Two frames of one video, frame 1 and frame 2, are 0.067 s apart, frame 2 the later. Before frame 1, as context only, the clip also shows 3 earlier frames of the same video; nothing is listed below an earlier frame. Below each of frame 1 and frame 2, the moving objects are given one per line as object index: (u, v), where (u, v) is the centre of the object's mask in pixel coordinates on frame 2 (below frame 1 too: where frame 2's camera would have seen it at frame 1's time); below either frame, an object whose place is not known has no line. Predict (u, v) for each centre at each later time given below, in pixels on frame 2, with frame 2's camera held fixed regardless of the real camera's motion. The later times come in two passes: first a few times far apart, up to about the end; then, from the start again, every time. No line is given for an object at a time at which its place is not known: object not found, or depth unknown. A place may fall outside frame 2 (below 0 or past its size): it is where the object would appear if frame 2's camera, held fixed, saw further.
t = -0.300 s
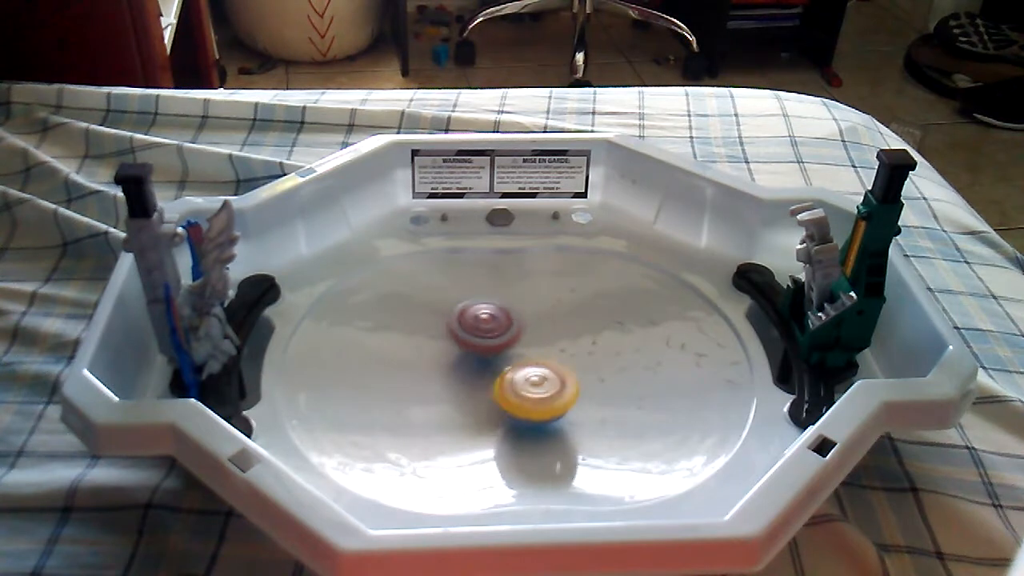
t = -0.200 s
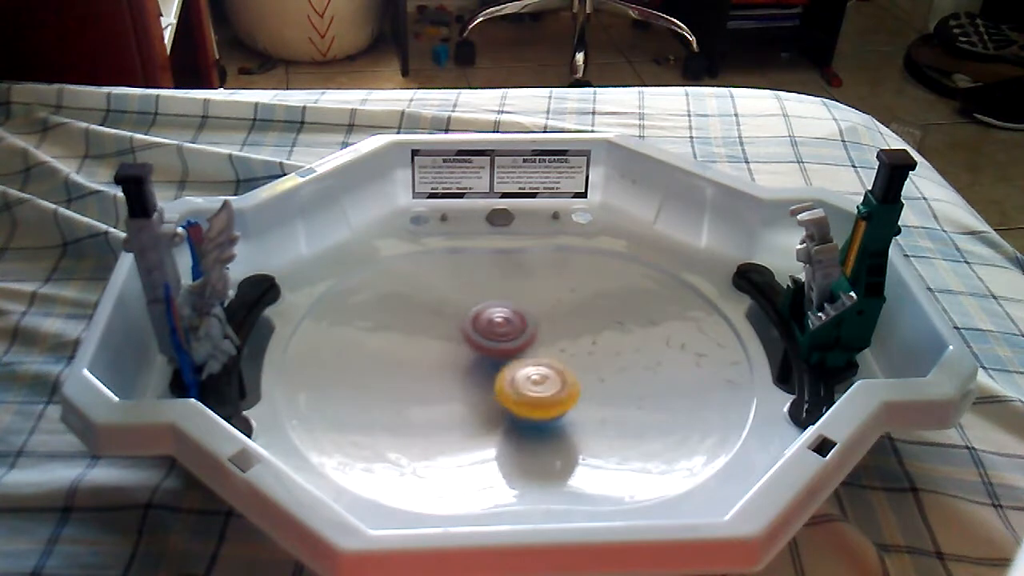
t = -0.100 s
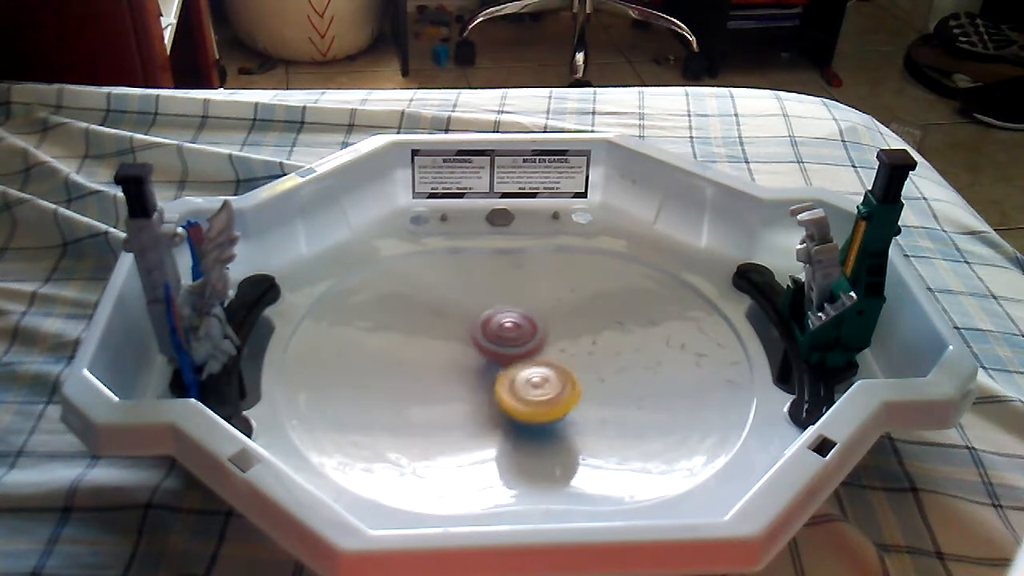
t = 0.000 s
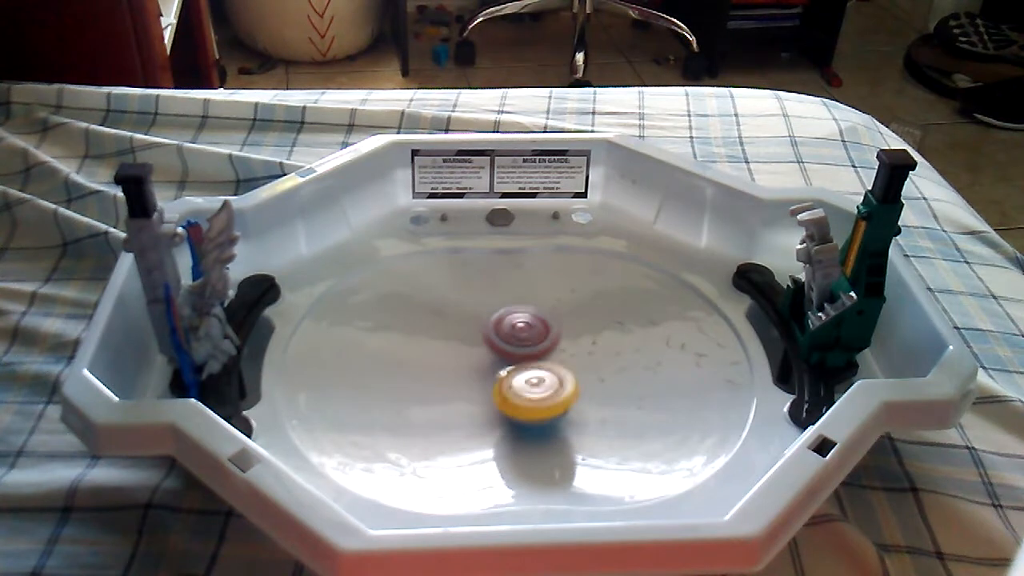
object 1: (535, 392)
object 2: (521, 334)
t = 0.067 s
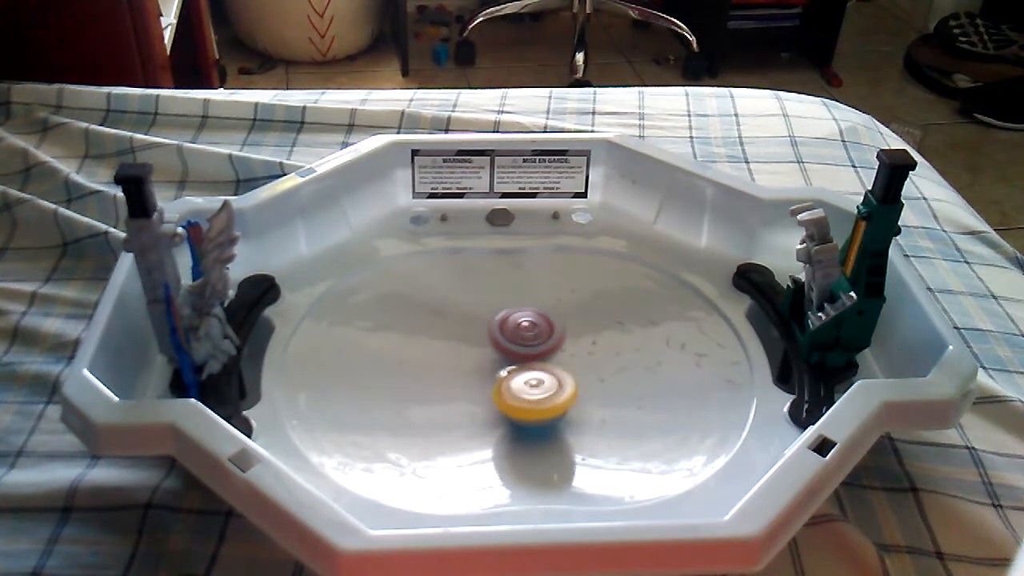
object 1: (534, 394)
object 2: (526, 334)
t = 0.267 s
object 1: (526, 396)
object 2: (524, 332)
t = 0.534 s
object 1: (514, 380)
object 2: (512, 319)
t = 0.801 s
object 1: (507, 381)
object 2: (502, 319)
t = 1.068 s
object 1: (504, 384)
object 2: (486, 317)
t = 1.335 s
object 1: (503, 385)
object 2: (470, 327)
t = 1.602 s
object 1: (509, 390)
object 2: (468, 338)
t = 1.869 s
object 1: (508, 387)
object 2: (454, 322)
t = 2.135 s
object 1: (518, 395)
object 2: (476, 338)
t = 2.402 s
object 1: (511, 398)
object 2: (515, 337)
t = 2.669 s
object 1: (449, 364)
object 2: (546, 335)
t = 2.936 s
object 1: (395, 344)
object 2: (555, 352)
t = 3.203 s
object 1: (408, 348)
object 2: (532, 371)
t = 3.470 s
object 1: (418, 372)
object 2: (495, 371)
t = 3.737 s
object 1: (418, 369)
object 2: (488, 346)
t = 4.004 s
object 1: (422, 361)
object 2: (487, 347)
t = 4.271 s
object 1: (419, 369)
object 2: (485, 354)
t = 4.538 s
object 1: (419, 367)
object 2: (487, 367)
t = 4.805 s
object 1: (418, 366)
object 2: (486, 383)
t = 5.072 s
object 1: (416, 365)
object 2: (491, 390)
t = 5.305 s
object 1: (417, 365)
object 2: (506, 385)
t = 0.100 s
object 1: (533, 394)
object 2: (525, 333)
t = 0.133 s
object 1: (532, 394)
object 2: (524, 333)
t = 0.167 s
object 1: (531, 393)
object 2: (522, 333)
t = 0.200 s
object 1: (530, 393)
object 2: (522, 334)
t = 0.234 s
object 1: (528, 393)
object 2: (523, 334)
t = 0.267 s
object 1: (526, 396)
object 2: (524, 332)
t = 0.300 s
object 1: (522, 396)
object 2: (524, 328)
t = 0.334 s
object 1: (520, 395)
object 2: (524, 324)
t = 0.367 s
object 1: (517, 392)
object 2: (522, 320)
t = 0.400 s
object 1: (517, 390)
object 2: (521, 319)
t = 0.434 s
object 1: (516, 387)
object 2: (519, 319)
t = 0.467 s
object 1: (515, 385)
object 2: (517, 319)
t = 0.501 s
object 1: (515, 381)
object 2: (513, 320)
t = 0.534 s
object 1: (514, 380)
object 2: (512, 319)
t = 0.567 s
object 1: (512, 381)
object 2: (512, 318)
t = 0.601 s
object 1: (510, 380)
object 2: (510, 317)
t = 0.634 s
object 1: (510, 378)
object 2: (510, 316)
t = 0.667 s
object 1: (510, 378)
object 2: (508, 317)
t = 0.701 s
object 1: (511, 378)
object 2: (505, 316)
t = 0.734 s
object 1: (511, 377)
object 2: (505, 319)
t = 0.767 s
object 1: (510, 380)
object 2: (503, 320)
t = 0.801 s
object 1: (507, 381)
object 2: (502, 319)
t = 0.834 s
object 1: (506, 381)
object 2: (499, 320)
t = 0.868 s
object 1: (506, 380)
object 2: (498, 320)
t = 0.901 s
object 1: (507, 381)
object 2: (496, 323)
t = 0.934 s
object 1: (508, 381)
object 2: (494, 324)
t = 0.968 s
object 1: (509, 385)
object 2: (495, 325)
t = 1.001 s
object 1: (507, 387)
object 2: (492, 322)
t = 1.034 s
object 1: (504, 386)
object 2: (490, 319)
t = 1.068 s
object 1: (504, 384)
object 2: (486, 317)
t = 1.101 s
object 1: (502, 382)
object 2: (484, 318)
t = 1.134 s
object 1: (504, 381)
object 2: (481, 319)
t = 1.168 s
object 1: (503, 380)
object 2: (480, 320)
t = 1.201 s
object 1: (503, 380)
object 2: (477, 323)
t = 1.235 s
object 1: (504, 381)
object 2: (476, 326)
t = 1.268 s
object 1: (503, 382)
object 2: (473, 326)
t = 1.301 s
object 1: (502, 383)
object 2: (472, 326)
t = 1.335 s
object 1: (503, 385)
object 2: (470, 327)
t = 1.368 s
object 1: (505, 385)
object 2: (469, 326)
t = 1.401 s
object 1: (508, 387)
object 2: (467, 327)
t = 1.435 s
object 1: (508, 388)
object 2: (466, 328)
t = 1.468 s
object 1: (508, 389)
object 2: (465, 329)
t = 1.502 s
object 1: (506, 388)
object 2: (465, 332)
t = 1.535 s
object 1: (508, 388)
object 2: (466, 334)
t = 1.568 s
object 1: (509, 388)
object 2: (467, 339)
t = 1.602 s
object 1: (509, 390)
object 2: (468, 338)
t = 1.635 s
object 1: (512, 395)
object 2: (467, 335)
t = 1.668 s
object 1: (510, 397)
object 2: (464, 333)
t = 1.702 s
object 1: (506, 396)
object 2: (462, 329)
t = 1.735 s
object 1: (505, 394)
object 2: (460, 326)
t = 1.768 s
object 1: (503, 391)
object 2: (458, 323)
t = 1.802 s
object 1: (503, 390)
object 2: (456, 322)
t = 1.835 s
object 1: (505, 388)
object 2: (455, 322)
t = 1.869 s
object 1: (508, 387)
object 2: (454, 322)
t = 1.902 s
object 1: (507, 386)
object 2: (455, 324)
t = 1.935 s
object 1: (508, 382)
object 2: (455, 324)
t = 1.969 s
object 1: (510, 380)
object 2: (457, 328)
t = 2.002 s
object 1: (513, 380)
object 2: (459, 330)
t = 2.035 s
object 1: (516, 379)
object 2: (463, 332)
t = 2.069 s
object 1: (517, 383)
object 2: (465, 334)
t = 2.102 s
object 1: (517, 389)
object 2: (469, 336)
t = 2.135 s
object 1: (518, 395)
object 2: (476, 338)
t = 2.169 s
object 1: (518, 396)
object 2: (480, 339)
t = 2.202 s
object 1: (520, 397)
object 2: (486, 339)
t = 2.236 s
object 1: (520, 398)
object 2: (489, 340)
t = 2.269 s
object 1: (519, 397)
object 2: (493, 341)
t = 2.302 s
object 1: (519, 399)
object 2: (497, 340)
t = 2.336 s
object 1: (515, 402)
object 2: (501, 339)
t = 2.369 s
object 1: (512, 400)
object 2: (507, 339)
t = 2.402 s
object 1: (511, 398)
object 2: (515, 337)
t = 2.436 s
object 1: (510, 395)
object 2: (522, 339)
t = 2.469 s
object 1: (507, 392)
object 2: (526, 337)
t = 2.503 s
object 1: (501, 386)
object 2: (532, 337)
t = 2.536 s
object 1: (493, 383)
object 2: (533, 336)
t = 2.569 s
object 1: (482, 380)
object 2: (534, 335)
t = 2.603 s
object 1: (473, 376)
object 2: (539, 333)
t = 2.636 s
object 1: (463, 369)
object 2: (542, 334)
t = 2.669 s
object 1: (449, 364)
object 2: (546, 335)
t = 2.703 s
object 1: (439, 360)
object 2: (547, 334)
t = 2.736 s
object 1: (430, 355)
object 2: (550, 336)
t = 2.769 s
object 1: (421, 351)
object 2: (550, 337)
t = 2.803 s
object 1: (414, 348)
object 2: (552, 340)
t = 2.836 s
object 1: (407, 346)
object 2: (554, 343)
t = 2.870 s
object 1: (402, 344)
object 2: (554, 345)
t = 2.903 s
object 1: (398, 344)
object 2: (555, 348)
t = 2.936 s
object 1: (395, 344)
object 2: (555, 352)
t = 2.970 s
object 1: (393, 343)
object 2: (554, 355)
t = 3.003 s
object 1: (392, 344)
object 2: (553, 358)
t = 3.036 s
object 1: (392, 343)
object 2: (551, 360)
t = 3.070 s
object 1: (393, 344)
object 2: (547, 363)
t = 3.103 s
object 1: (395, 344)
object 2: (544, 365)
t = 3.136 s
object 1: (397, 345)
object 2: (540, 367)
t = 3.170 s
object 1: (401, 346)
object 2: (536, 369)
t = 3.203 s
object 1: (408, 348)
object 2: (532, 371)
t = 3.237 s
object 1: (413, 351)
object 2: (527, 373)
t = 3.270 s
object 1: (417, 354)
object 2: (521, 374)
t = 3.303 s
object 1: (421, 360)
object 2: (515, 375)
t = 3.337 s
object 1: (422, 363)
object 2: (509, 373)
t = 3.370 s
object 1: (424, 367)
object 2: (504, 373)
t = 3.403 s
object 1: (423, 370)
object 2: (499, 373)
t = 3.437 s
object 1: (421, 373)
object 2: (496, 371)
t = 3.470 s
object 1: (418, 372)
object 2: (495, 371)
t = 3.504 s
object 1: (415, 372)
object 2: (495, 370)
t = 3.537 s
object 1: (415, 373)
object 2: (492, 368)
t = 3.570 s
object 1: (414, 373)
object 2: (491, 363)
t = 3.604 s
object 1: (414, 373)
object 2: (488, 360)
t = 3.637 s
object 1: (414, 373)
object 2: (487, 357)
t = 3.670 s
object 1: (415, 372)
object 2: (486, 355)
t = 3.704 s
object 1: (417, 371)
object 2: (487, 351)
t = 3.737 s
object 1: (418, 369)
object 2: (488, 346)
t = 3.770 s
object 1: (420, 367)
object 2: (487, 345)
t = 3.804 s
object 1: (421, 365)
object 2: (486, 345)
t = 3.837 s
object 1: (422, 364)
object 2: (487, 344)
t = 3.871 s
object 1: (422, 363)
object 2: (485, 346)
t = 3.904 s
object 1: (422, 362)
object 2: (485, 346)
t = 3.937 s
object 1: (422, 361)
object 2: (485, 345)
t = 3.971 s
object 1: (422, 361)
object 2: (486, 346)
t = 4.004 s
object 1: (422, 361)
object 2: (487, 347)
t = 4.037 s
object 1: (422, 362)
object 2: (488, 348)
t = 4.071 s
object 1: (422, 363)
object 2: (487, 348)
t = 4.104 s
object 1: (422, 364)
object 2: (489, 346)
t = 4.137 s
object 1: (421, 365)
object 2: (487, 347)
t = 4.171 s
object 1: (421, 367)
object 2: (486, 348)
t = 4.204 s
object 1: (420, 369)
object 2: (485, 350)
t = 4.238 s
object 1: (419, 369)
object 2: (485, 353)
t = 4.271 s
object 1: (419, 369)
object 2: (485, 354)
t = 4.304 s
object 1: (419, 369)
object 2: (486, 355)
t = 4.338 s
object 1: (419, 368)
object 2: (486, 357)
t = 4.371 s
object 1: (420, 367)
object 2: (488, 356)
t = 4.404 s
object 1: (420, 367)
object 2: (488, 357)
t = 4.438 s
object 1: (420, 367)
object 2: (487, 359)
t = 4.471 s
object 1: (420, 367)
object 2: (487, 360)
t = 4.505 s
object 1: (420, 367)
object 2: (486, 363)
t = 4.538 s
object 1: (419, 367)
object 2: (487, 367)
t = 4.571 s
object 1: (419, 367)
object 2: (489, 370)
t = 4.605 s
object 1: (419, 367)
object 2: (488, 374)
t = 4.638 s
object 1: (419, 367)
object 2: (490, 376)
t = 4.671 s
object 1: (419, 367)
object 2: (489, 378)
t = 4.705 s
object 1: (419, 367)
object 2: (490, 380)
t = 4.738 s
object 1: (419, 367)
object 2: (489, 381)
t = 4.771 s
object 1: (419, 367)
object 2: (488, 382)
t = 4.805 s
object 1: (418, 366)
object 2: (486, 383)
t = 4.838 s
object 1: (417, 366)
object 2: (483, 383)
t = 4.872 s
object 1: (416, 365)
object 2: (481, 384)
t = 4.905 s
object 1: (415, 365)
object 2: (481, 387)
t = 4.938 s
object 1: (414, 363)
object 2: (482, 387)
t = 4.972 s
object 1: (415, 363)
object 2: (484, 390)
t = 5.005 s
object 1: (415, 364)
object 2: (486, 388)
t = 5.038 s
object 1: (416, 365)
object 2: (490, 390)
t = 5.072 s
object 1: (416, 365)
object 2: (491, 390)
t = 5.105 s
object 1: (416, 364)
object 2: (490, 391)
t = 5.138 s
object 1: (417, 365)
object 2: (495, 388)
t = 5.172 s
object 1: (417, 364)
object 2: (497, 387)
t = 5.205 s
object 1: (417, 365)
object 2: (499, 387)
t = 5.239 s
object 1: (417, 365)
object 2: (499, 385)
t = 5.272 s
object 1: (417, 364)
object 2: (502, 386)
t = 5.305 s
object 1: (417, 365)
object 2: (506, 385)
